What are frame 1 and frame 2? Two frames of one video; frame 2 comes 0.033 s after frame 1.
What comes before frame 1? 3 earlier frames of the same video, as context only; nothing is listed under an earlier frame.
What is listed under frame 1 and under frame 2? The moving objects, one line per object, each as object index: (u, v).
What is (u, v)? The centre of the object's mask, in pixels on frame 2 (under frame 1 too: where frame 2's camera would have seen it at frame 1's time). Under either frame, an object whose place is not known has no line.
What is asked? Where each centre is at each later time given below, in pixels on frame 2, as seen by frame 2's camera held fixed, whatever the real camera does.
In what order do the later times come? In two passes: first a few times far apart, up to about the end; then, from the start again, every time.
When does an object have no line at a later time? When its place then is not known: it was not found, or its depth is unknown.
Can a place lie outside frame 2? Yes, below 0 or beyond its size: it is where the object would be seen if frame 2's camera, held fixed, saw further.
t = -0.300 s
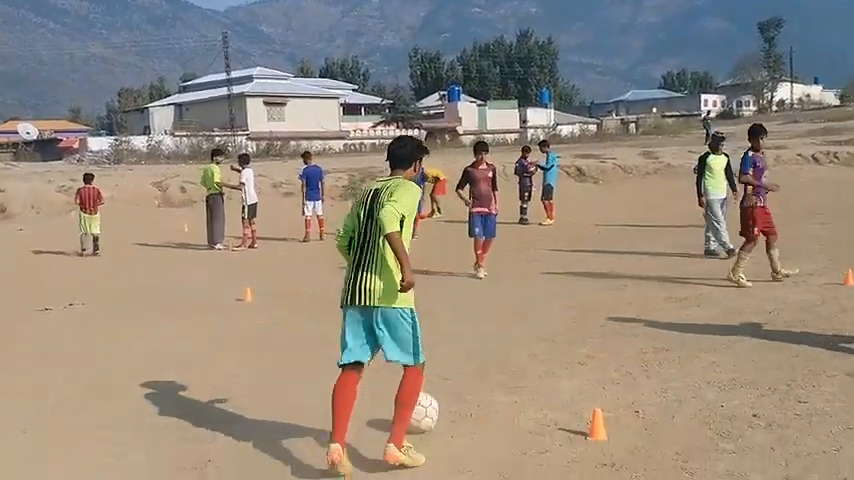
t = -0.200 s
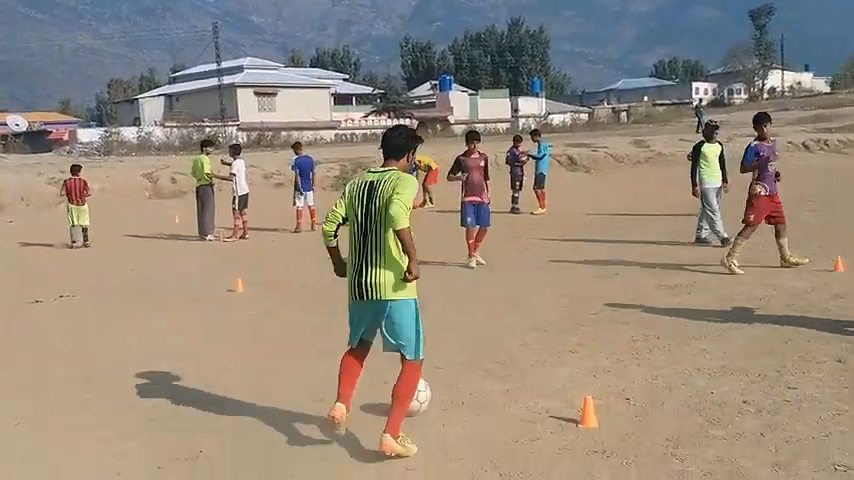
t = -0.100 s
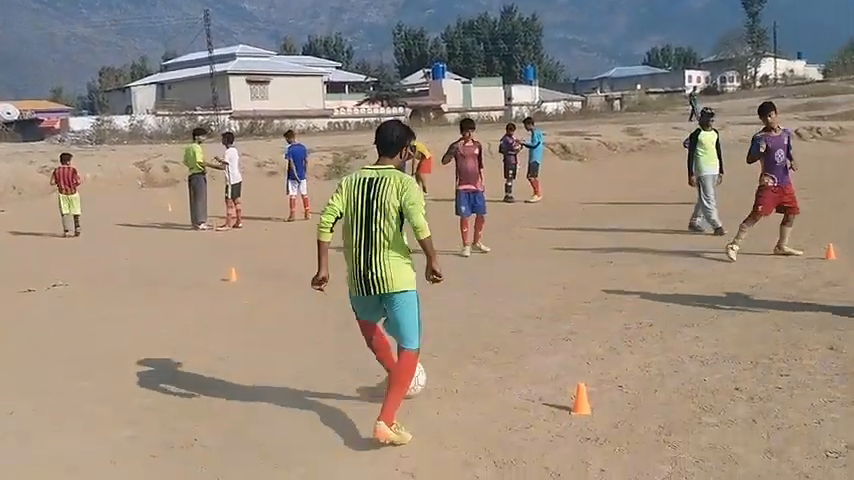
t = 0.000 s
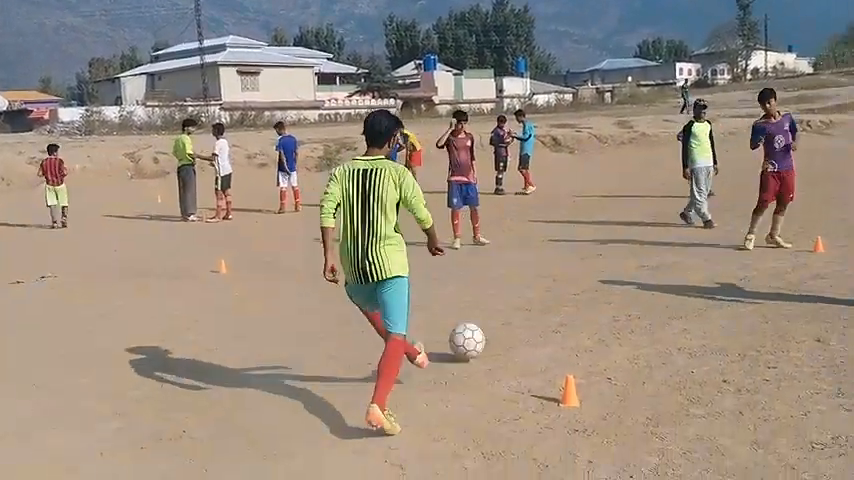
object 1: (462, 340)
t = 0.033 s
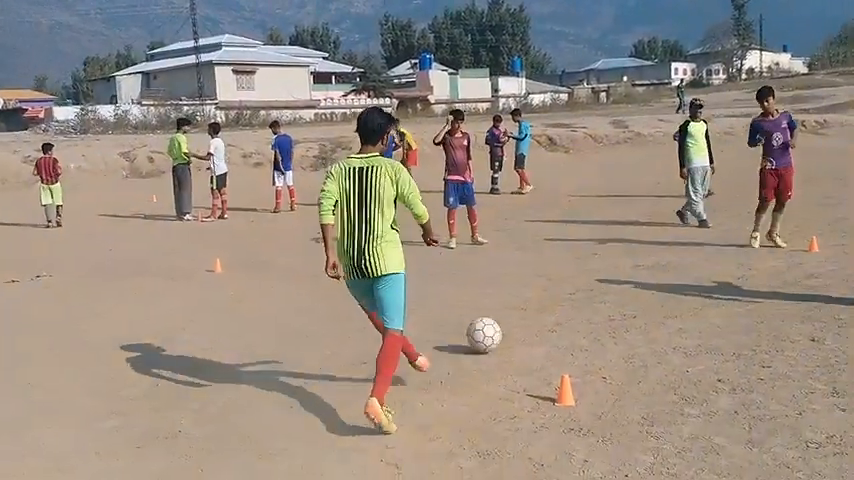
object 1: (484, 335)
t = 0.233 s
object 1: (579, 303)
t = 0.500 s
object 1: (656, 277)
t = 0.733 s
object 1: (702, 260)
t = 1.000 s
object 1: (746, 246)
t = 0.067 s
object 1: (504, 330)
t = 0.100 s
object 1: (521, 322)
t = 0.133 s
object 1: (537, 317)
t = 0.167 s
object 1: (552, 312)
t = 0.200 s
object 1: (566, 306)
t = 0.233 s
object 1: (579, 303)
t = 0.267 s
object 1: (591, 298)
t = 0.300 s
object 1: (602, 294)
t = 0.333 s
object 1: (612, 291)
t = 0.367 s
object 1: (622, 287)
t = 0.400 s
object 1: (631, 284)
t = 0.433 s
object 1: (640, 281)
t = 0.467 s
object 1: (648, 278)
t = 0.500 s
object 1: (656, 277)
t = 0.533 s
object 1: (663, 274)
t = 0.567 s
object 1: (670, 269)
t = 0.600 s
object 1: (677, 267)
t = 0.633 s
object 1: (682, 266)
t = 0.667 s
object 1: (688, 265)
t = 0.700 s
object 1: (695, 263)
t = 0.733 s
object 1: (702, 260)
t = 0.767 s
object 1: (708, 258)
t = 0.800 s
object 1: (714, 255)
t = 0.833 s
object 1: (719, 253)
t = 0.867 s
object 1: (725, 251)
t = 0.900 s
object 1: (731, 251)
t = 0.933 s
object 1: (736, 248)
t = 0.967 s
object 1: (741, 247)
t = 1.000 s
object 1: (746, 246)
